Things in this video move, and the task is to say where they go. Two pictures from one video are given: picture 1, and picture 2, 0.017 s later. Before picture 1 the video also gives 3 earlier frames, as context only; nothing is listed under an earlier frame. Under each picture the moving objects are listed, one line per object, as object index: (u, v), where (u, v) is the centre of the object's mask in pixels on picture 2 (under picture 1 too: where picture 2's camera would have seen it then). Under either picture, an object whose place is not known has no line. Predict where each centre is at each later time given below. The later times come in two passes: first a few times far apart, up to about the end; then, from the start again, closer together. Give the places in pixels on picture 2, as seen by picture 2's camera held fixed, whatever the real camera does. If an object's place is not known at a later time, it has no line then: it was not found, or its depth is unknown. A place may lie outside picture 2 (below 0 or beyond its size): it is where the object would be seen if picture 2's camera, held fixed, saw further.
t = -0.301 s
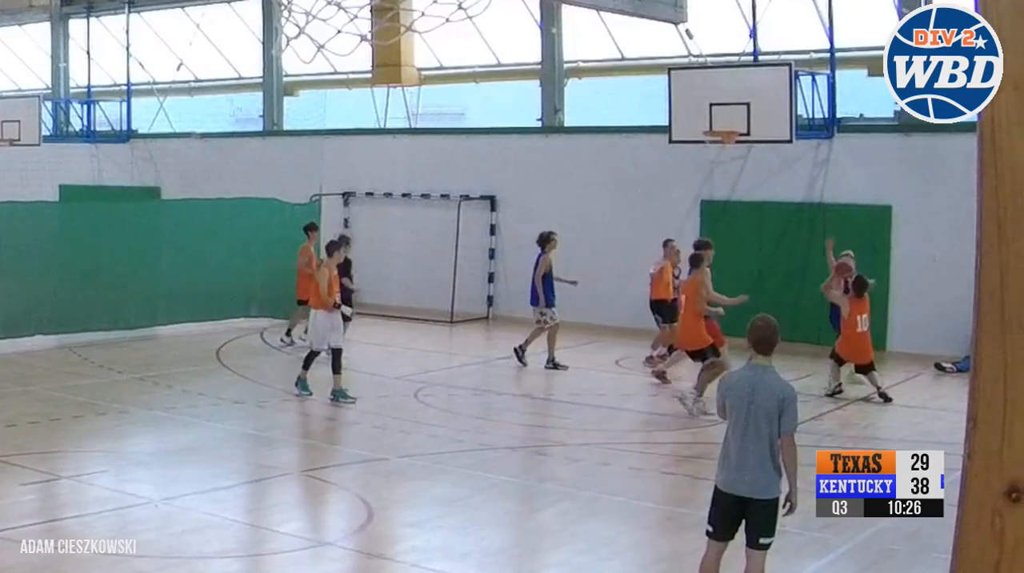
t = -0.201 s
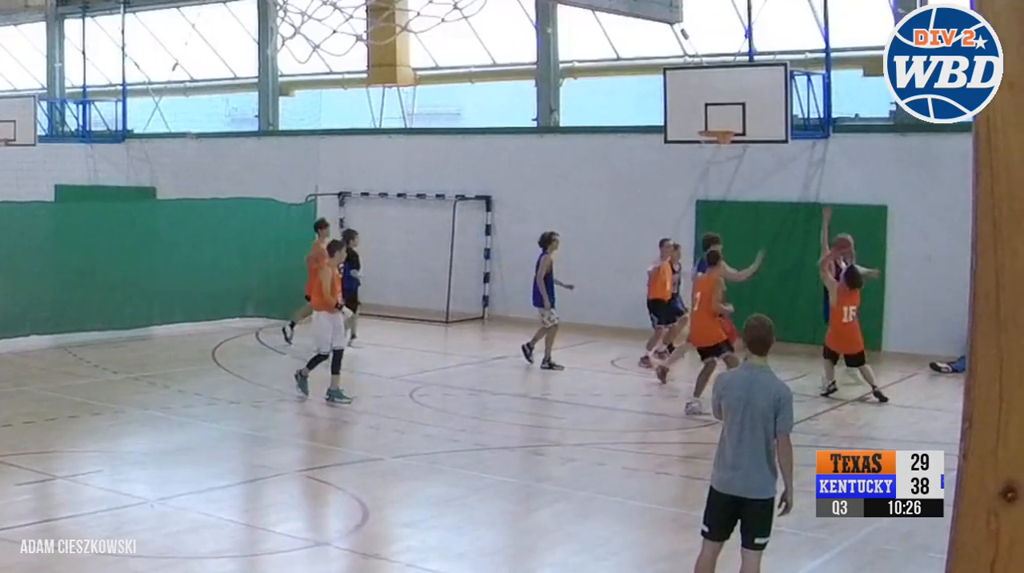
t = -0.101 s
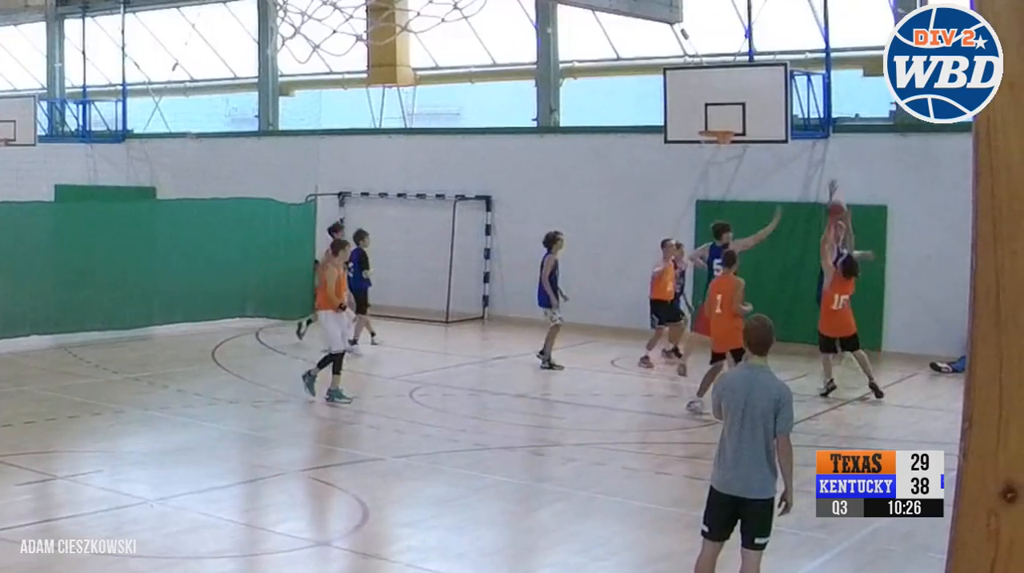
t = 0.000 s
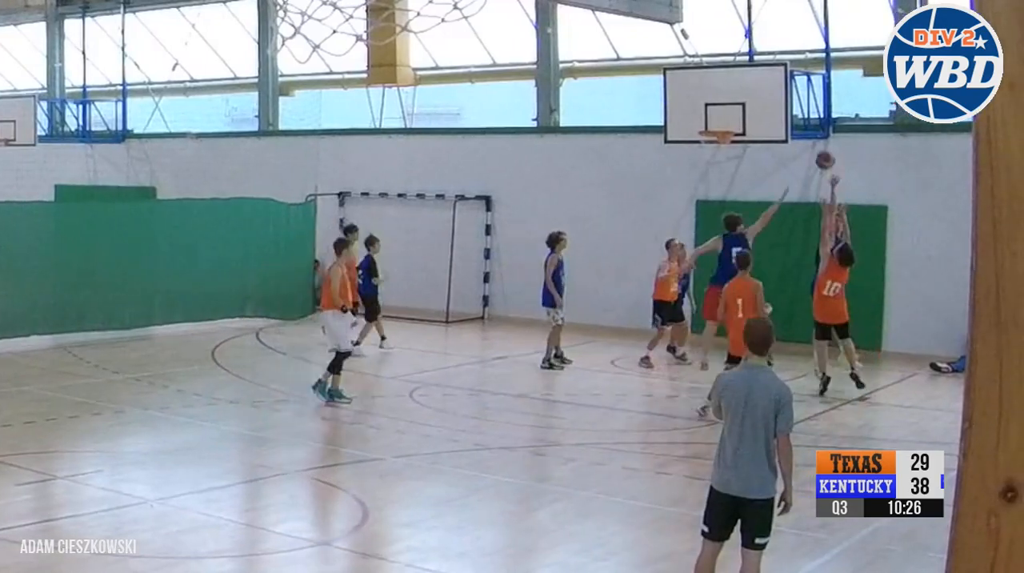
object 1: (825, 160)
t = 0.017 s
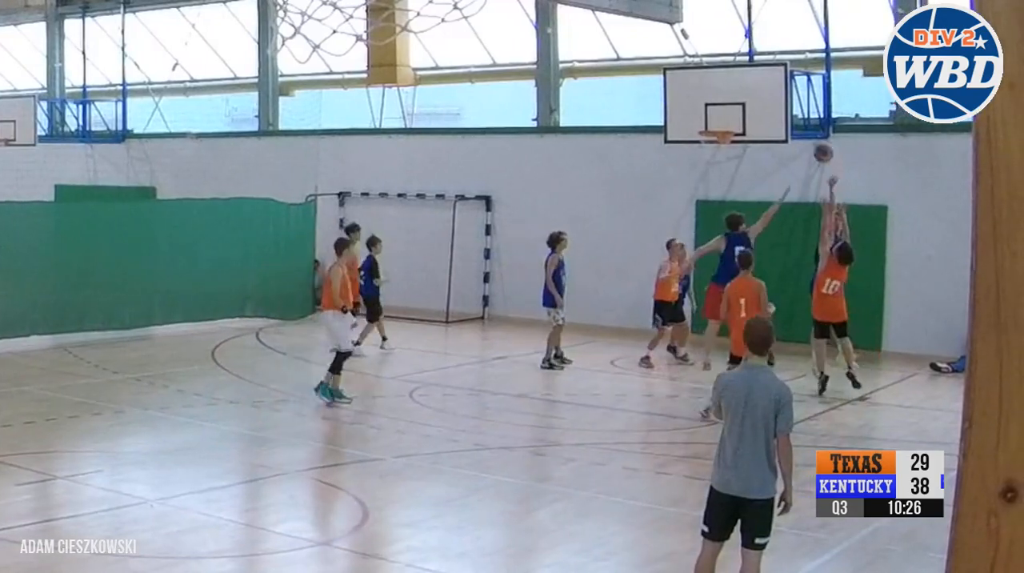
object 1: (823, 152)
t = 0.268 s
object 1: (796, 75)
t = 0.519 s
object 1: (769, 52)
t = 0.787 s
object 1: (745, 81)
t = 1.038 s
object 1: (712, 143)
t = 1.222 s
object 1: (691, 209)
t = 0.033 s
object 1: (821, 145)
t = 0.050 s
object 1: (820, 138)
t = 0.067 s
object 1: (819, 132)
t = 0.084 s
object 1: (817, 126)
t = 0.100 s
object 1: (815, 122)
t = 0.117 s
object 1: (813, 117)
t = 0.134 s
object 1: (811, 109)
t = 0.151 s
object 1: (809, 104)
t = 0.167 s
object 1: (806, 98)
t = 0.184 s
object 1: (804, 94)
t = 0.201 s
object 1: (803, 89)
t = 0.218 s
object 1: (801, 85)
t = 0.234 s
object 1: (800, 81)
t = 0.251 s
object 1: (798, 77)
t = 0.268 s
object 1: (796, 75)
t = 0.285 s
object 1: (794, 71)
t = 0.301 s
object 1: (793, 69)
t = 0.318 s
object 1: (791, 66)
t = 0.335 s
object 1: (788, 63)
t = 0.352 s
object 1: (786, 61)
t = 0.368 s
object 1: (784, 59)
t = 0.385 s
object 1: (782, 57)
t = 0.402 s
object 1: (781, 56)
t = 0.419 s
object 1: (779, 55)
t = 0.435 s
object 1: (777, 54)
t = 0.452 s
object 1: (776, 53)
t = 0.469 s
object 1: (774, 52)
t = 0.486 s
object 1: (772, 52)
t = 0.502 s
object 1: (771, 52)
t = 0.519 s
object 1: (769, 52)
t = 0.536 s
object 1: (767, 52)
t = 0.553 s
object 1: (766, 53)
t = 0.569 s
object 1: (764, 53)
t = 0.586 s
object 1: (763, 54)
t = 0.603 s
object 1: (761, 55)
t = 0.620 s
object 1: (760, 56)
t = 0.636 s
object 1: (758, 57)
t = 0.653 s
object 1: (756, 59)
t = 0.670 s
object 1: (755, 61)
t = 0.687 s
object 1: (753, 64)
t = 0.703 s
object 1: (752, 66)
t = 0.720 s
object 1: (750, 69)
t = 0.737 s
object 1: (749, 71)
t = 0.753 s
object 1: (747, 74)
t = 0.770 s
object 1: (746, 78)
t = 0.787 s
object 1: (745, 81)
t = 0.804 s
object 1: (743, 84)
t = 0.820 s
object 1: (742, 88)
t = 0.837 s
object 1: (740, 92)
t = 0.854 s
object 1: (739, 95)
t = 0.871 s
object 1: (737, 99)
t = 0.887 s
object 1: (735, 103)
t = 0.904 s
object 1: (732, 106)
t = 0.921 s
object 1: (730, 110)
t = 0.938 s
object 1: (728, 114)
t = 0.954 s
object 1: (725, 118)
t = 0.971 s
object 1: (723, 122)
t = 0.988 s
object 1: (721, 125)
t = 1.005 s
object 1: (719, 127)
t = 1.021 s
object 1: (717, 130)
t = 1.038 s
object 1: (712, 143)
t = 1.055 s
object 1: (712, 147)
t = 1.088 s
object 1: (708, 158)
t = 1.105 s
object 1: (706, 164)
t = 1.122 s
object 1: (704, 169)
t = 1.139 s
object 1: (701, 176)
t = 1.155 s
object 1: (699, 182)
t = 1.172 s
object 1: (697, 189)
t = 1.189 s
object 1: (695, 196)
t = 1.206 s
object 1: (693, 202)
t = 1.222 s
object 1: (691, 209)
